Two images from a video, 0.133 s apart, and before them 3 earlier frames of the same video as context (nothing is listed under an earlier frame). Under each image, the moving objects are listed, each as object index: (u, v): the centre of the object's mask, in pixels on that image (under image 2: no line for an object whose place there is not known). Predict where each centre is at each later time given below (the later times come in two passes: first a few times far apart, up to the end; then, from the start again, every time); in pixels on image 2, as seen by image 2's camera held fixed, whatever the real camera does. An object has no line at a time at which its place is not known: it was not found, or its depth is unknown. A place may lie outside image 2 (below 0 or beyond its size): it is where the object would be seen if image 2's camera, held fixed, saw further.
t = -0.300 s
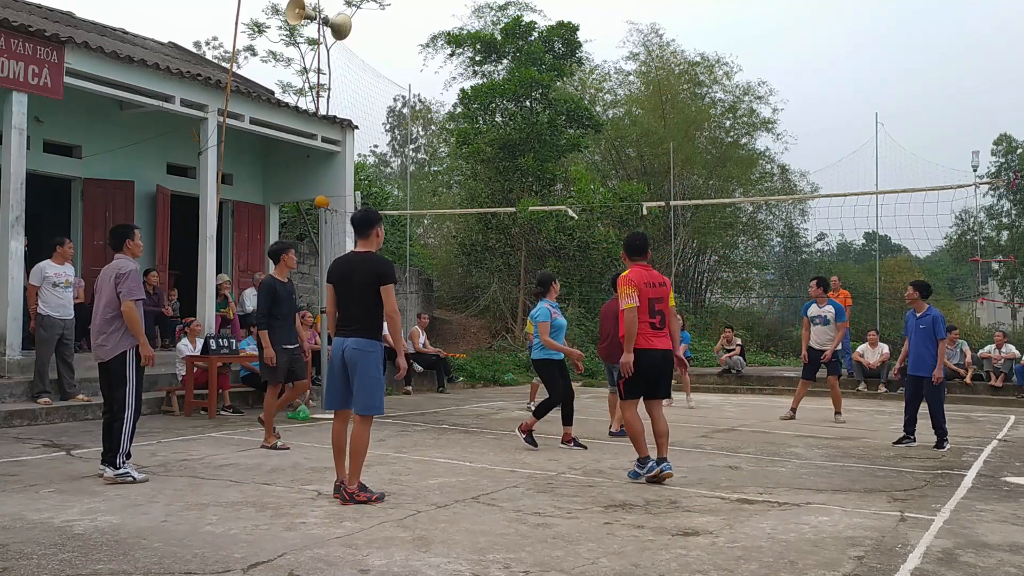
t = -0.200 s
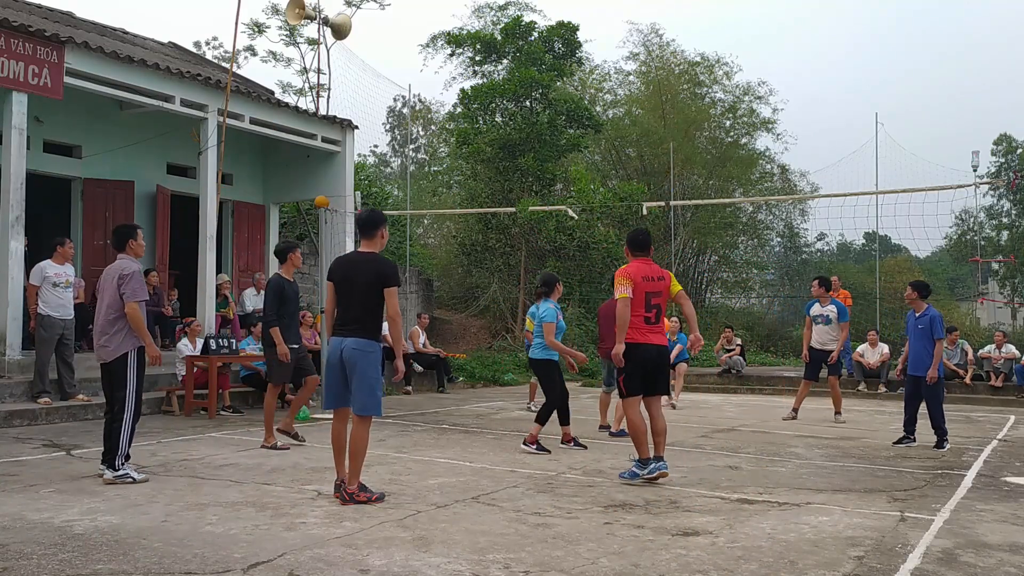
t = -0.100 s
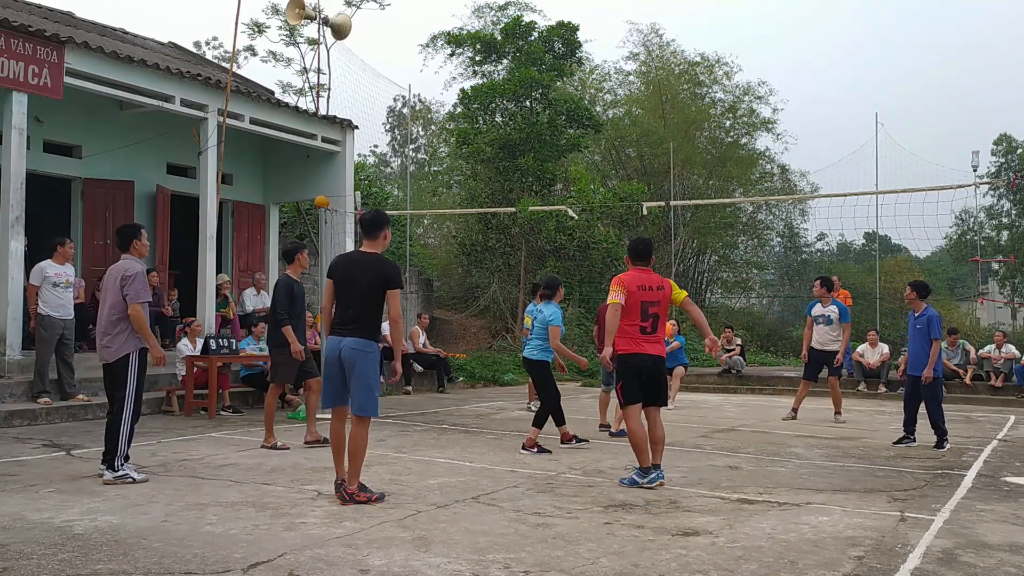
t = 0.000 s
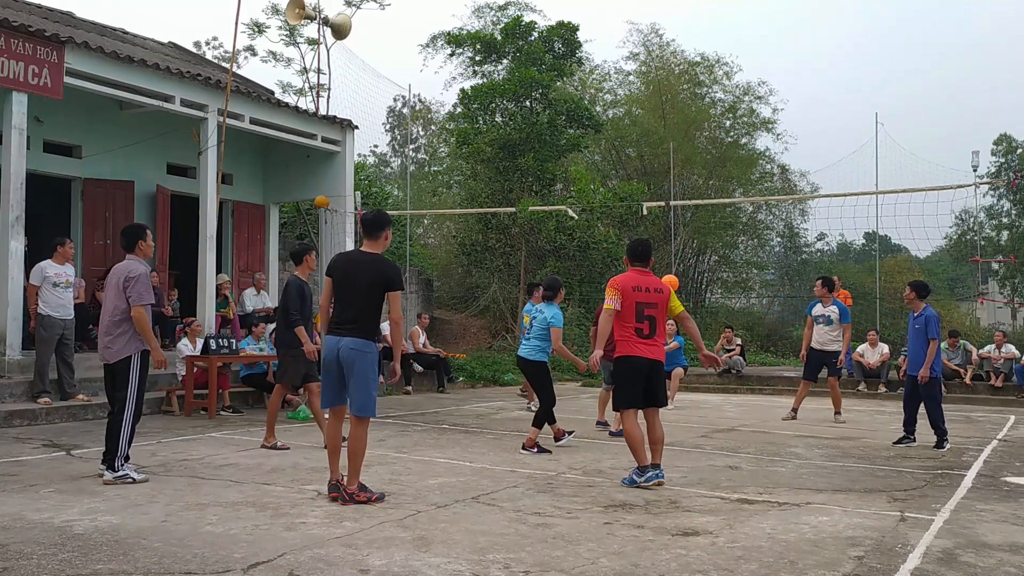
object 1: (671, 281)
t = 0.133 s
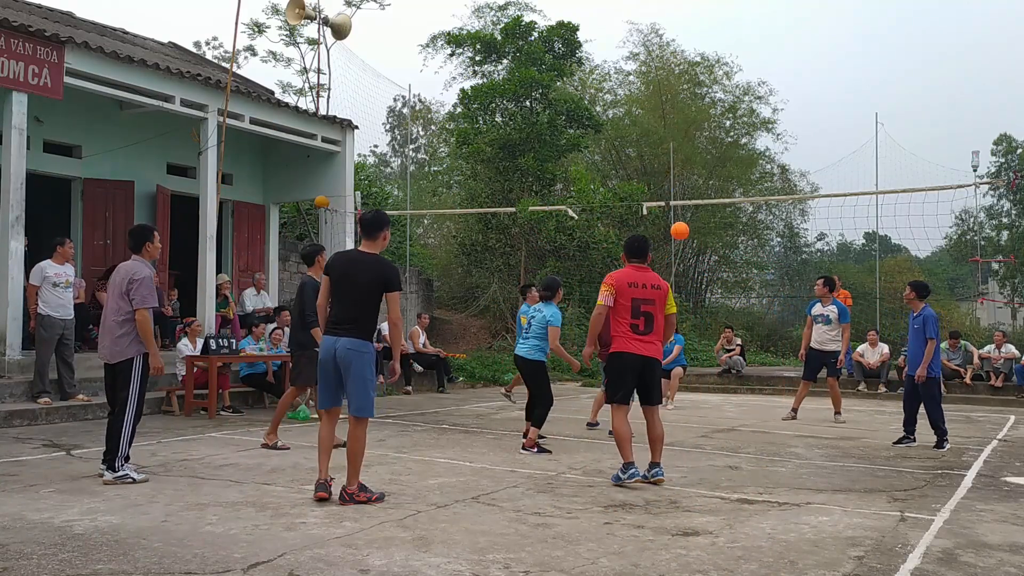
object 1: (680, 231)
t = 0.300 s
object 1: (692, 182)
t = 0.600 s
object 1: (715, 142)
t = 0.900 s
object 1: (740, 173)
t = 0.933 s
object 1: (743, 181)
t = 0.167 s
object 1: (682, 220)
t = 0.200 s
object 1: (685, 211)
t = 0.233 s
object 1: (688, 198)
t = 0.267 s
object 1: (690, 190)
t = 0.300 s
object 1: (692, 182)
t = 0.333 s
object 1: (695, 174)
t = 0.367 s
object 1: (697, 167)
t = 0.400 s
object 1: (700, 161)
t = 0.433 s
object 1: (702, 156)
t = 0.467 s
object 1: (705, 151)
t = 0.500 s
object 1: (708, 147)
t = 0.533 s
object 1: (710, 145)
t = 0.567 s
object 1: (713, 143)
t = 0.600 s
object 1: (715, 142)
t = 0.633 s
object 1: (718, 141)
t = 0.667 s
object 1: (721, 142)
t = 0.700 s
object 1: (723, 143)
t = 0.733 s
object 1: (726, 146)
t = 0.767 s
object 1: (729, 149)
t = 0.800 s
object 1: (732, 154)
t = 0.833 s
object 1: (734, 159)
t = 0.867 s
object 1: (738, 165)
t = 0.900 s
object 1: (740, 173)
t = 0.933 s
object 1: (743, 181)
